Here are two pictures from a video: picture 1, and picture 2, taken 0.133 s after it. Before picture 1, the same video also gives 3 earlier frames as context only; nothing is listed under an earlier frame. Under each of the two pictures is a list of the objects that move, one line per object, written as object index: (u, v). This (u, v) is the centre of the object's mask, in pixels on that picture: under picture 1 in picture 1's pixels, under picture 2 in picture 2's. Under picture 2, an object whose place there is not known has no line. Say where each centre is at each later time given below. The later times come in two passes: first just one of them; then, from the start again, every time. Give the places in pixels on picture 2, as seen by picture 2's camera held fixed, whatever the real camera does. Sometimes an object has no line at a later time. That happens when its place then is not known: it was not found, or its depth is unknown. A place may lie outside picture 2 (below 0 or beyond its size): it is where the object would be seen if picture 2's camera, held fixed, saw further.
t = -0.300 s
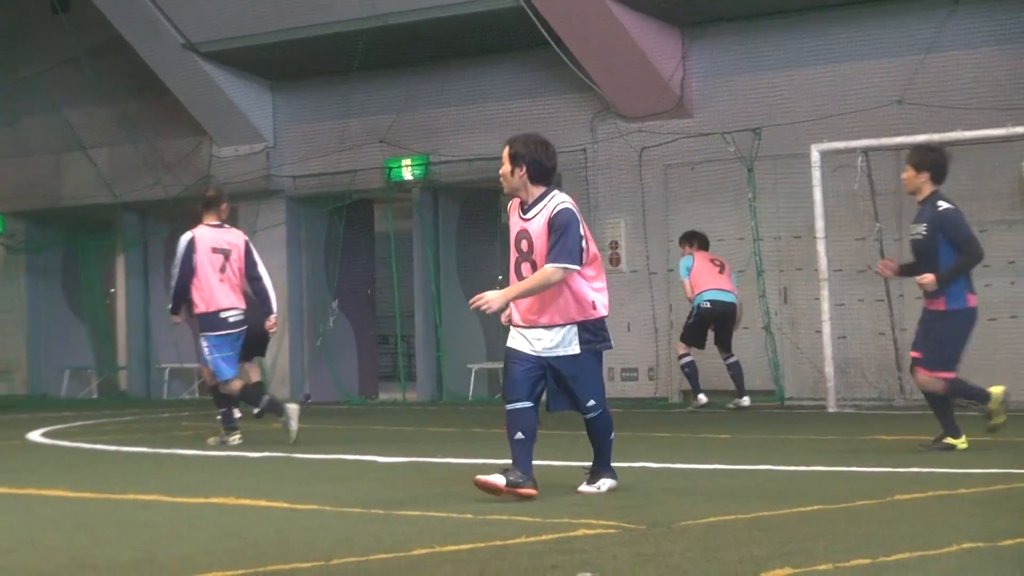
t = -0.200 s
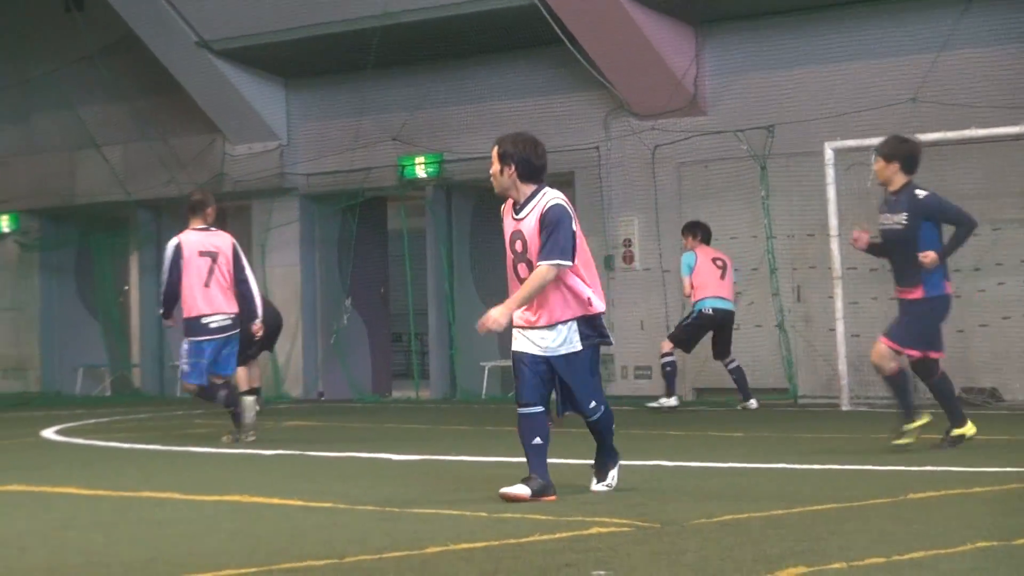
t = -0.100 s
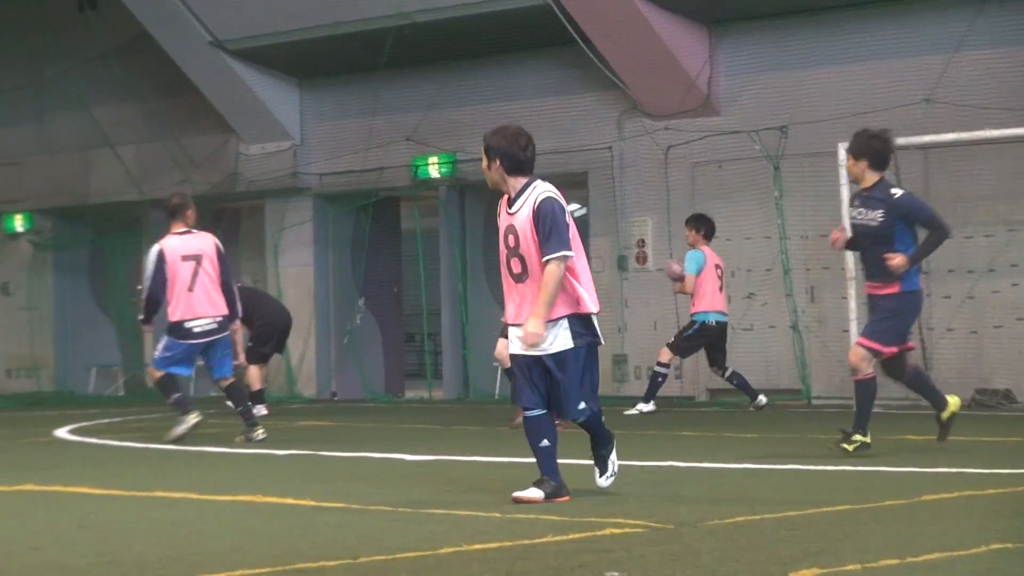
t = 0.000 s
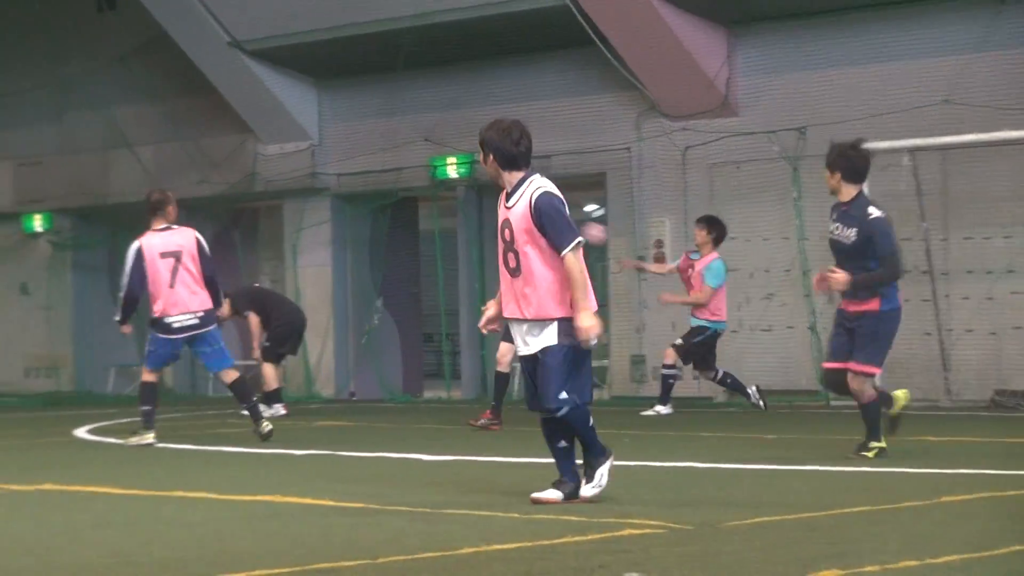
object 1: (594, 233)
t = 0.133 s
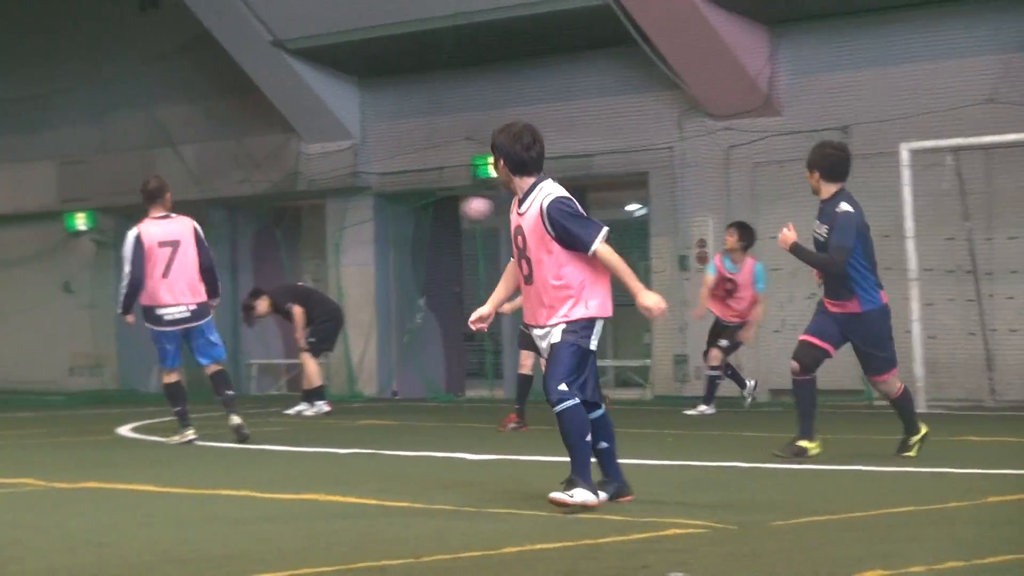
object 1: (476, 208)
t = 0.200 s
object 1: (395, 204)
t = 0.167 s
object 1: (436, 206)
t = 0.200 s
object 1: (395, 204)
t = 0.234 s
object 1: (352, 204)
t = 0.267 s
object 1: (309, 205)
